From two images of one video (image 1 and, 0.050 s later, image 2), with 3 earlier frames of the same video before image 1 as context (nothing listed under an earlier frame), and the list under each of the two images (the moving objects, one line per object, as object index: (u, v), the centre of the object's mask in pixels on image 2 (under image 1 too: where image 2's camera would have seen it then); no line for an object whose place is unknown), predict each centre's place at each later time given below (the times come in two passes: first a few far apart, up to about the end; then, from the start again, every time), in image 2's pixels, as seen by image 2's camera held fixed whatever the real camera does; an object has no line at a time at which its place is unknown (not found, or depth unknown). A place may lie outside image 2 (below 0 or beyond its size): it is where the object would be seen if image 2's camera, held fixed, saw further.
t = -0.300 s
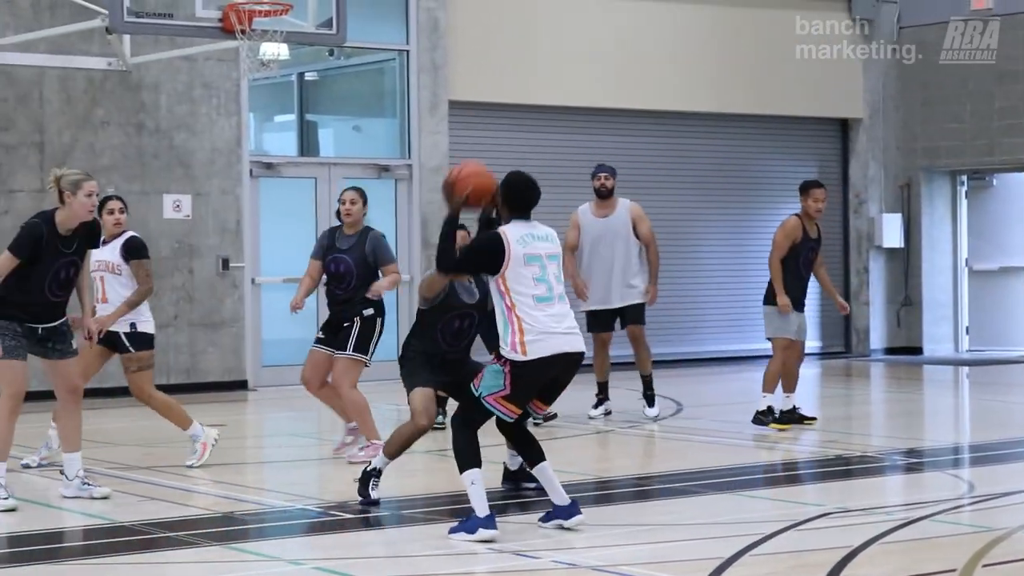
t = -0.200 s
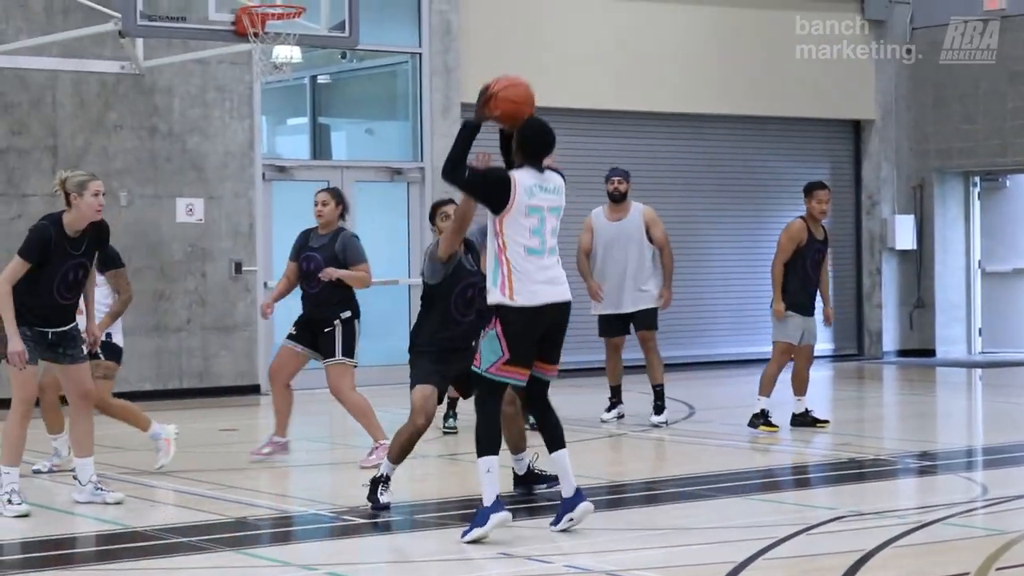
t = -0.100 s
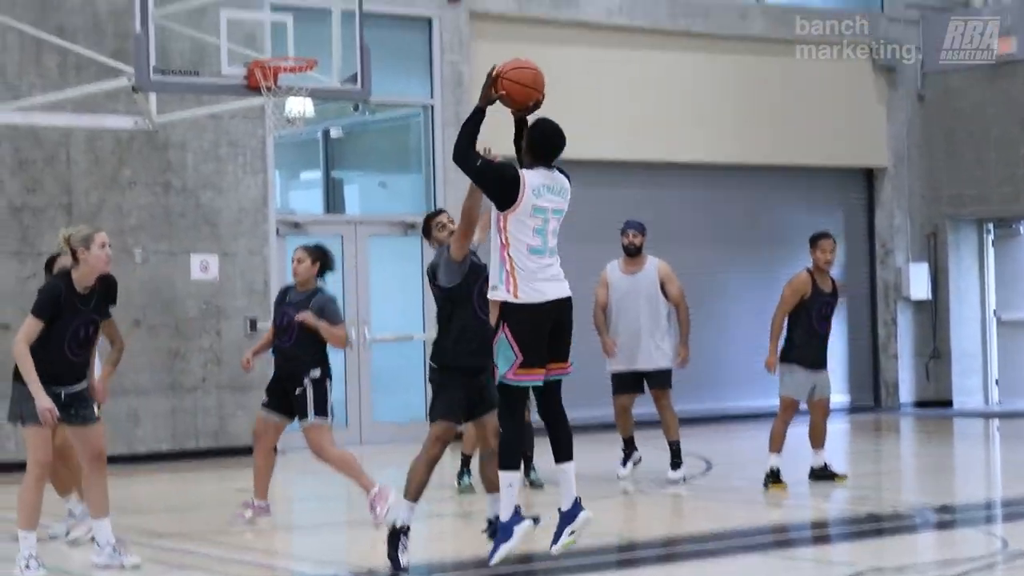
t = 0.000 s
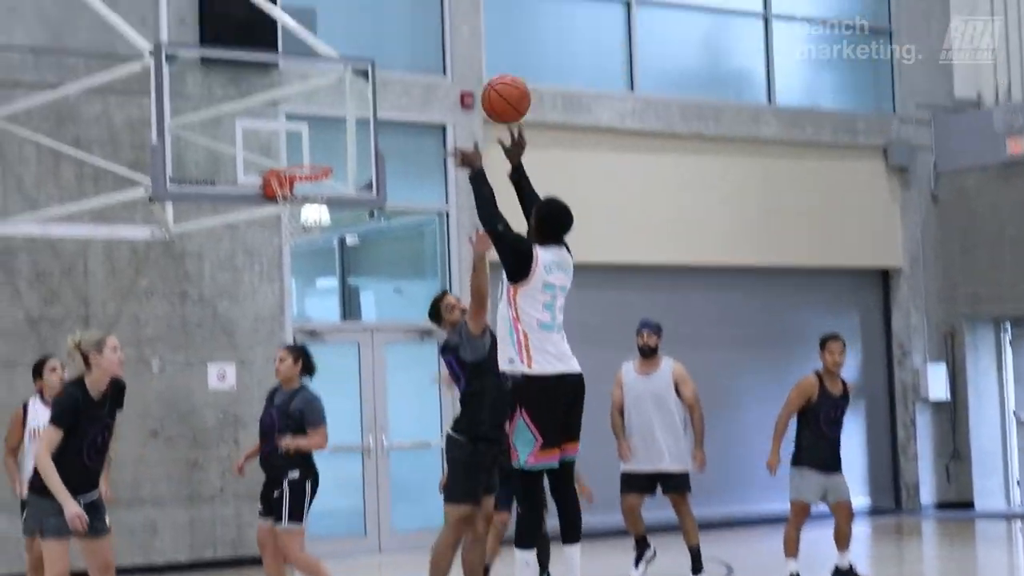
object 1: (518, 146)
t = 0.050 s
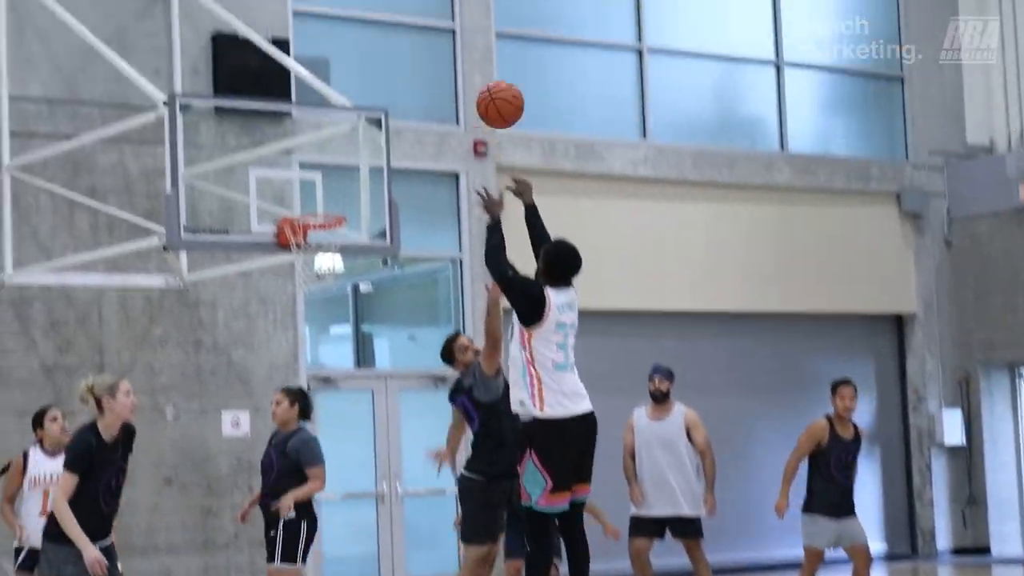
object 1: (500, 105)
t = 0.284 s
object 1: (432, 0)
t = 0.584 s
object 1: (367, 12)
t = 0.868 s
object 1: (320, 135)
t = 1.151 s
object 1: (305, 234)
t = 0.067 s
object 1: (494, 93)
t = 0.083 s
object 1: (488, 81)
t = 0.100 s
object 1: (483, 71)
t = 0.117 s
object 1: (478, 62)
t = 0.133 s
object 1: (473, 53)
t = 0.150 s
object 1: (468, 45)
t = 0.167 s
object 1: (463, 37)
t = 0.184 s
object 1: (459, 30)
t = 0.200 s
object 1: (454, 23)
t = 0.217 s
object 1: (449, 17)
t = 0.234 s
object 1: (445, 11)
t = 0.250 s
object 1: (441, 7)
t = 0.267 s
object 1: (437, 3)
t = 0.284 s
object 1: (432, 0)
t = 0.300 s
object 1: (428, -3)
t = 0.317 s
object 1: (424, -6)
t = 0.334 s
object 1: (420, -8)
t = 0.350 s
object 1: (416, -9)
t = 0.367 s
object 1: (413, -10)
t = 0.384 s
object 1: (409, -11)
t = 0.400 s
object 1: (405, -11)
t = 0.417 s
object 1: (401, -12)
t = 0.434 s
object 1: (397, -11)
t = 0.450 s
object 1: (394, -11)
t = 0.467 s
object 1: (390, -9)
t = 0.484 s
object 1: (386, -7)
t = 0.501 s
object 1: (383, -5)
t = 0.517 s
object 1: (380, -3)
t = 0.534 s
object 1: (376, 1)
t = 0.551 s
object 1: (373, 4)
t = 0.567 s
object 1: (370, 8)
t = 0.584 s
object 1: (367, 12)
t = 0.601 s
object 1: (364, 17)
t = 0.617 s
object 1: (361, 22)
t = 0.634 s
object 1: (358, 27)
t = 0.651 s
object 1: (355, 33)
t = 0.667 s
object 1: (352, 39)
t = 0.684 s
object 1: (349, 45)
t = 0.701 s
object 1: (346, 51)
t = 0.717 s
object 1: (343, 58)
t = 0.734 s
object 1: (341, 65)
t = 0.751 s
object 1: (338, 73)
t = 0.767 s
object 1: (335, 81)
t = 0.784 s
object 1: (332, 89)
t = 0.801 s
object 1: (330, 98)
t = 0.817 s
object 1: (327, 106)
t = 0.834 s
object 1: (324, 116)
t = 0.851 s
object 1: (322, 125)
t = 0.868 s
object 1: (320, 135)
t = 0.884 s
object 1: (317, 144)
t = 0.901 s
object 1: (315, 154)
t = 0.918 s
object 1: (312, 165)
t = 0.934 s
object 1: (310, 176)
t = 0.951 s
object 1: (307, 187)
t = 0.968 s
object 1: (305, 198)
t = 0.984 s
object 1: (302, 207)
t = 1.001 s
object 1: (300, 212)
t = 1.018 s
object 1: (311, 213)
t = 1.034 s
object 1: (322, 222)
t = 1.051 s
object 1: (333, 224)
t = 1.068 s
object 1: (330, 224)
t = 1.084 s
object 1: (323, 223)
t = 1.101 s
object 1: (317, 224)
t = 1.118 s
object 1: (311, 225)
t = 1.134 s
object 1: (307, 229)
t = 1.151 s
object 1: (305, 234)
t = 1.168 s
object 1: (303, 236)
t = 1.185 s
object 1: (298, 239)
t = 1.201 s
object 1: (298, 243)
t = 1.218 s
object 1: (297, 245)
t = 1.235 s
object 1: (299, 251)
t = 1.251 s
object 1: (301, 256)
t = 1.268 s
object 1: (302, 258)
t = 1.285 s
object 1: (302, 261)
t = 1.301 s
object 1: (303, 261)
